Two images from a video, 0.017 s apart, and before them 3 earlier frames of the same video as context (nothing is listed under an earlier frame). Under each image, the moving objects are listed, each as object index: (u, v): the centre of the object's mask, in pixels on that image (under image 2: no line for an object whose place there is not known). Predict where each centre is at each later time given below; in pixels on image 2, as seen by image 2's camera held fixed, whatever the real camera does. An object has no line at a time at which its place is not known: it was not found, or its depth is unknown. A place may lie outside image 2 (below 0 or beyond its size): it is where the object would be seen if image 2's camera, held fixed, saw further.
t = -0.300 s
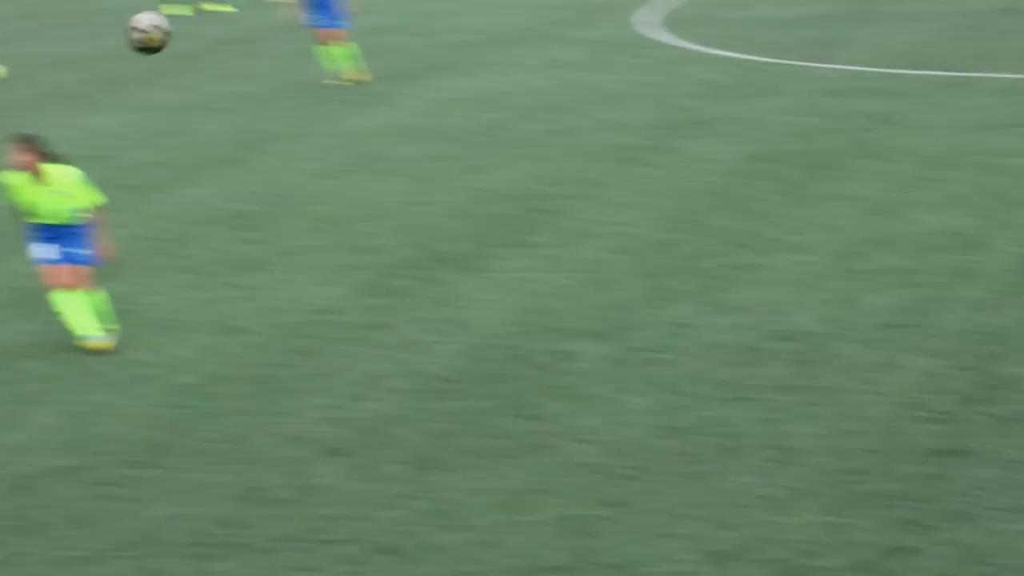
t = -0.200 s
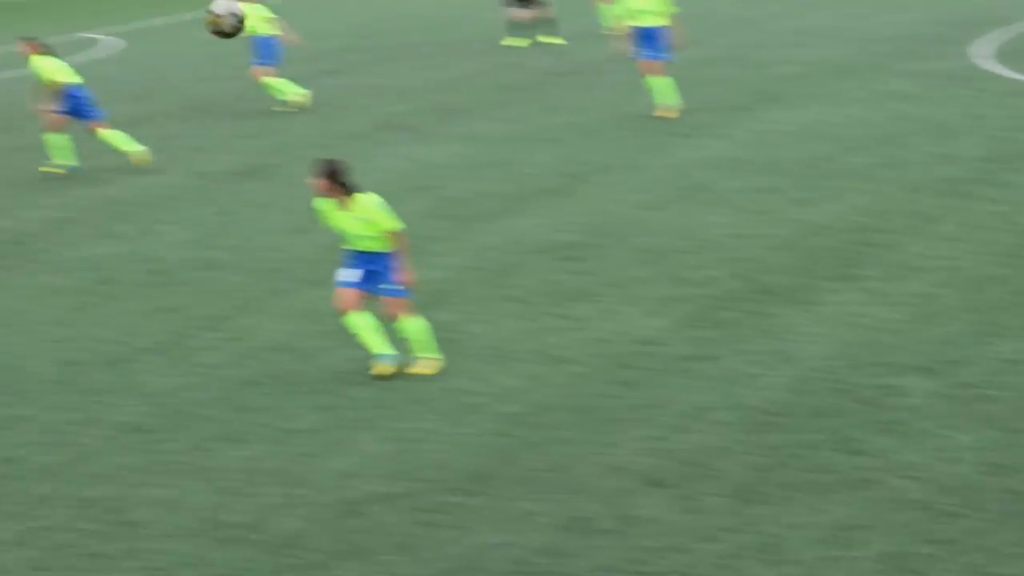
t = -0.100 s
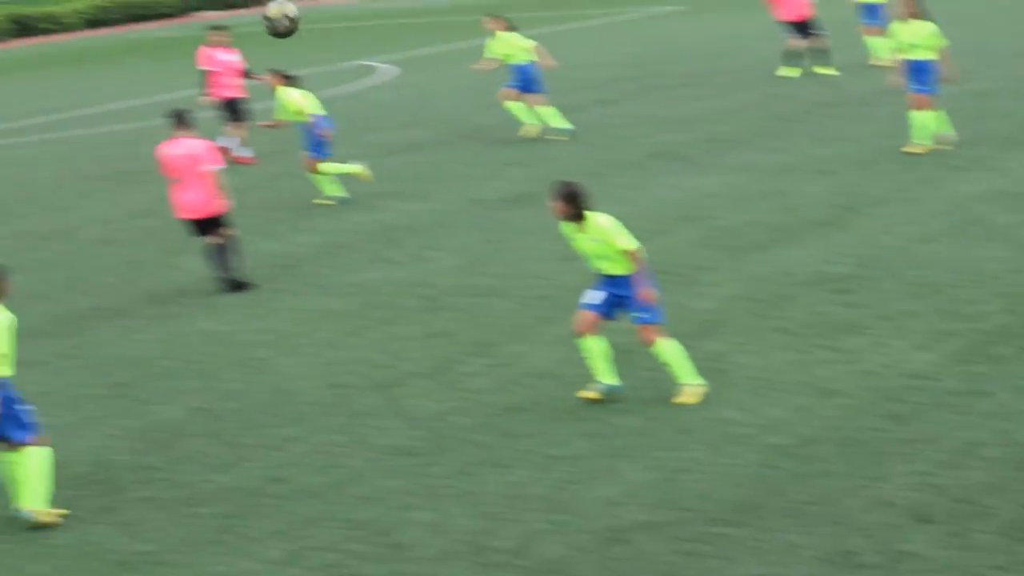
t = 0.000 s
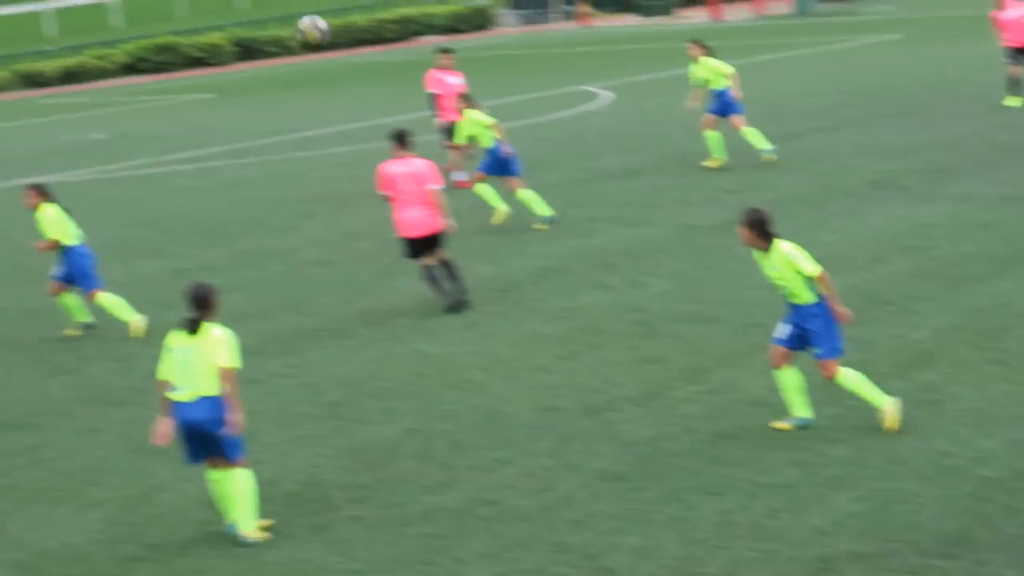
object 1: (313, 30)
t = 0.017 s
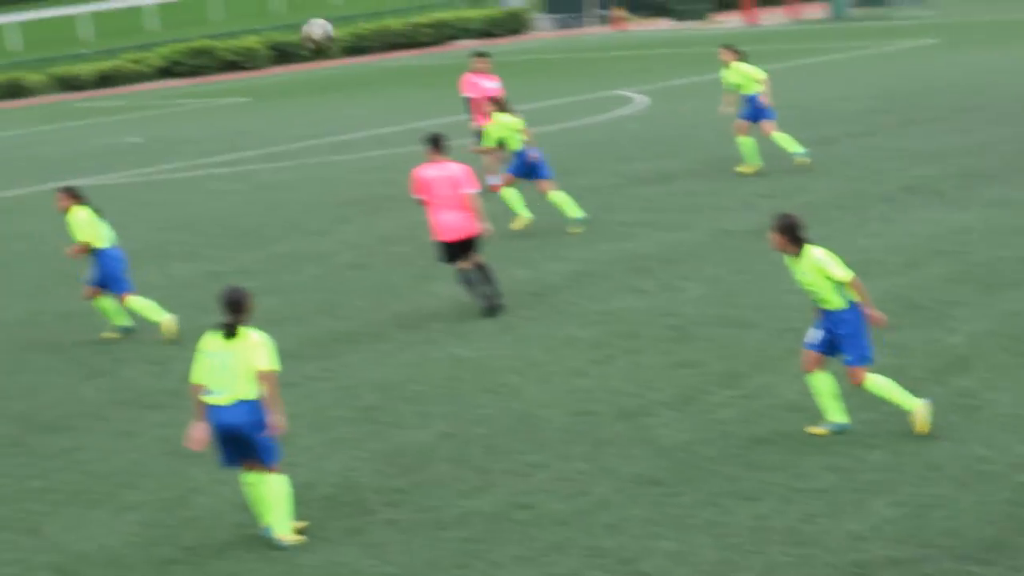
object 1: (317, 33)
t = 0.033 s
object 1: (293, 33)
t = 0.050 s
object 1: (267, 36)
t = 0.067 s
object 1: (242, 38)
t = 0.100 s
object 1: (190, 41)
